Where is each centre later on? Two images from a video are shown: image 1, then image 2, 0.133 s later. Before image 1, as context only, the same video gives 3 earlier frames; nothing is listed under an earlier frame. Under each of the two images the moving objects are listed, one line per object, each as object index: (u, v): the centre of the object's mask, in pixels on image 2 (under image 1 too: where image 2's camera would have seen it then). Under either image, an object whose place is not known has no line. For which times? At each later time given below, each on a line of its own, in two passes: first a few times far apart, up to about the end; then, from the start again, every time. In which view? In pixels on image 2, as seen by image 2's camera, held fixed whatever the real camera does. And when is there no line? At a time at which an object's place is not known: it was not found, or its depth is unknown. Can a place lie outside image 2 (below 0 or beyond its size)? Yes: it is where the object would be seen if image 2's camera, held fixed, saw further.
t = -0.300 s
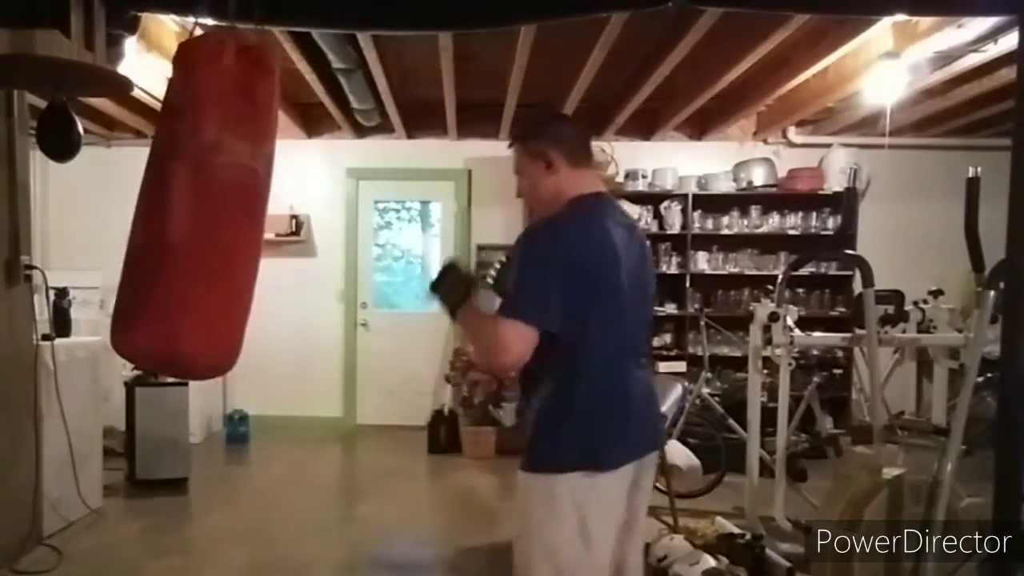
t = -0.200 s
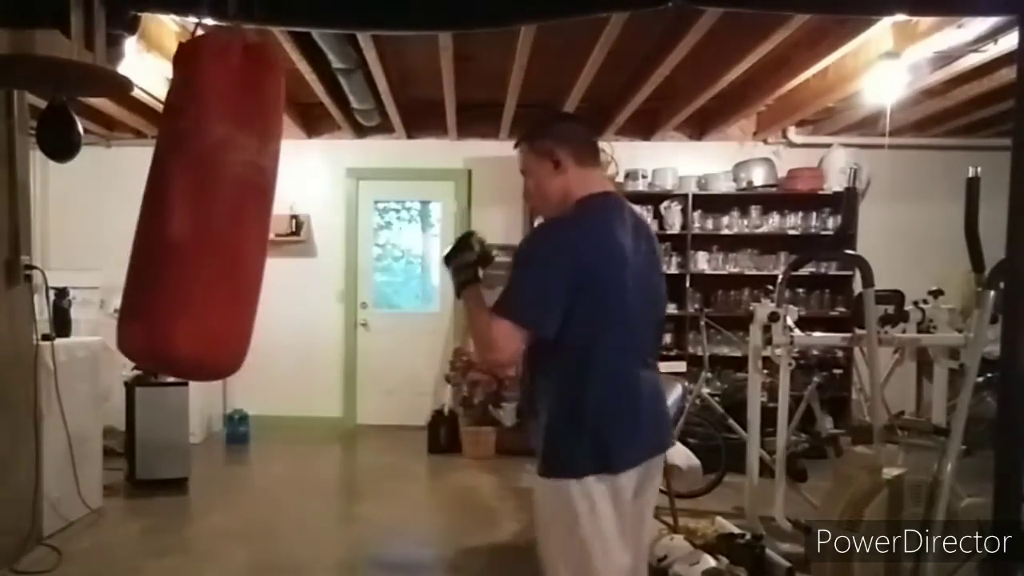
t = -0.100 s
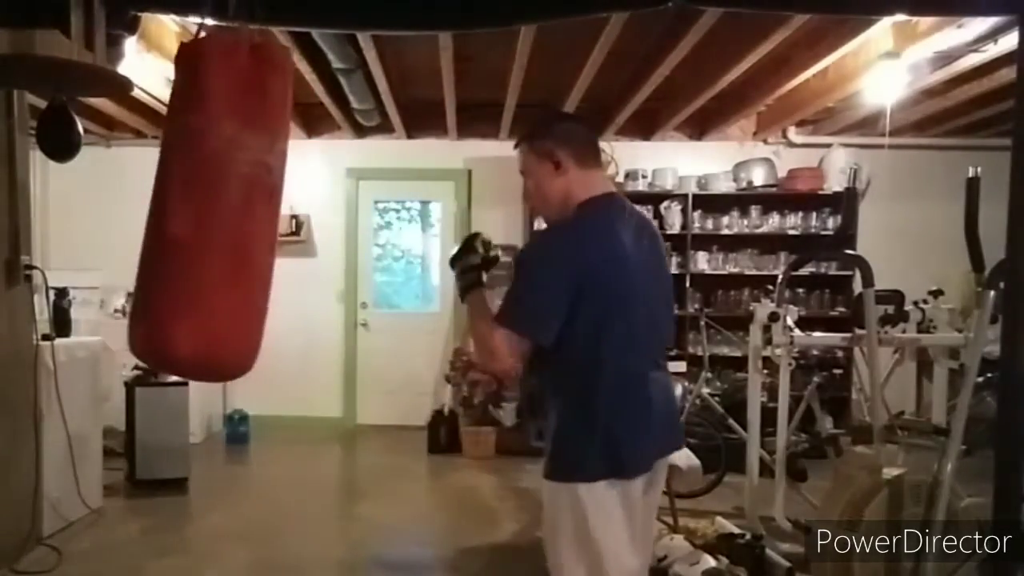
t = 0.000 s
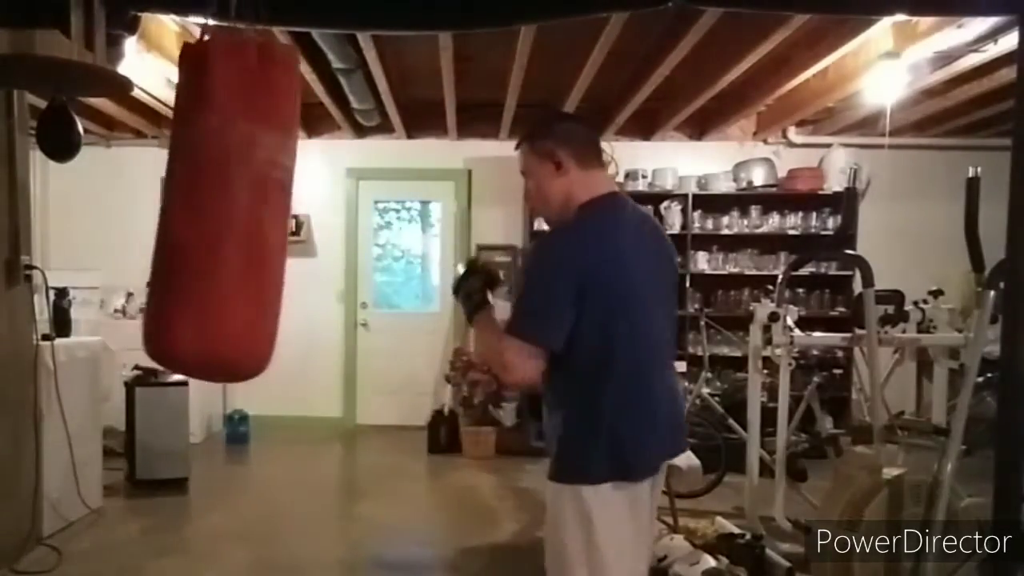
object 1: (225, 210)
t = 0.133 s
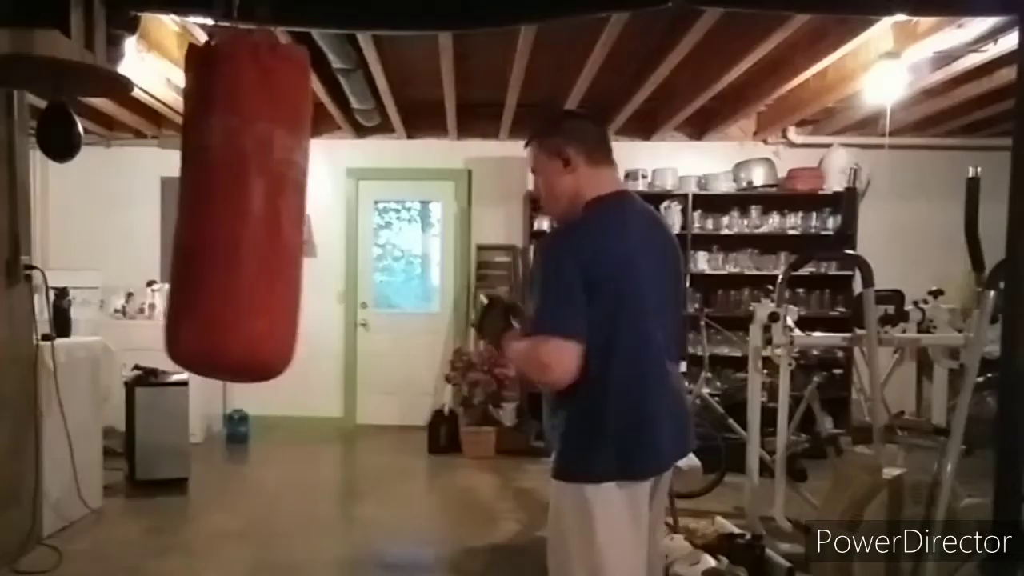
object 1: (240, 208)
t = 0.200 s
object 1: (247, 207)
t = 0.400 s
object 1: (265, 209)
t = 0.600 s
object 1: (271, 211)
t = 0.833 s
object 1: (261, 210)
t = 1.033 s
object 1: (242, 208)
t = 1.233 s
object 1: (220, 209)
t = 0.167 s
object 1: (244, 208)
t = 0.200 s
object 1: (247, 207)
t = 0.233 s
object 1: (251, 207)
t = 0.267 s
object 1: (255, 207)
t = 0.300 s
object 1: (257, 207)
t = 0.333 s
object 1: (260, 208)
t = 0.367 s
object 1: (263, 208)
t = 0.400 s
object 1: (265, 209)
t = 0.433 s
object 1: (267, 208)
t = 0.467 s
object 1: (269, 208)
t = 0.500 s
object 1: (270, 208)
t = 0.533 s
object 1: (270, 208)
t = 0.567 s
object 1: (271, 211)
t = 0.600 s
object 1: (271, 211)
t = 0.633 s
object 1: (271, 211)
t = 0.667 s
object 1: (270, 211)
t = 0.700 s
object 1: (269, 209)
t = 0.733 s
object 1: (268, 211)
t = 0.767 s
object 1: (266, 210)
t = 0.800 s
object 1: (264, 210)
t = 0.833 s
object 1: (261, 210)
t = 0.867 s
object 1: (258, 209)
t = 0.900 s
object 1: (255, 210)
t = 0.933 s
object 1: (252, 209)
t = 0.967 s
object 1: (248, 209)
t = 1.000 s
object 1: (245, 208)
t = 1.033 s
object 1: (242, 208)
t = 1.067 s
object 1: (238, 208)
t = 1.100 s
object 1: (234, 209)
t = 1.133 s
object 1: (231, 209)
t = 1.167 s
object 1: (228, 209)
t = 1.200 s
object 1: (224, 209)
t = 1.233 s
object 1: (220, 209)
